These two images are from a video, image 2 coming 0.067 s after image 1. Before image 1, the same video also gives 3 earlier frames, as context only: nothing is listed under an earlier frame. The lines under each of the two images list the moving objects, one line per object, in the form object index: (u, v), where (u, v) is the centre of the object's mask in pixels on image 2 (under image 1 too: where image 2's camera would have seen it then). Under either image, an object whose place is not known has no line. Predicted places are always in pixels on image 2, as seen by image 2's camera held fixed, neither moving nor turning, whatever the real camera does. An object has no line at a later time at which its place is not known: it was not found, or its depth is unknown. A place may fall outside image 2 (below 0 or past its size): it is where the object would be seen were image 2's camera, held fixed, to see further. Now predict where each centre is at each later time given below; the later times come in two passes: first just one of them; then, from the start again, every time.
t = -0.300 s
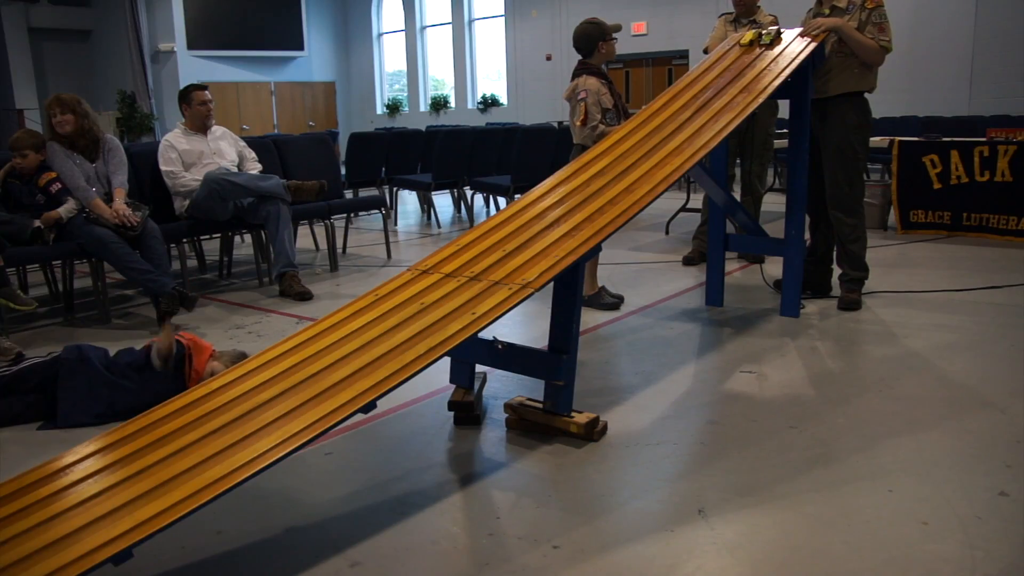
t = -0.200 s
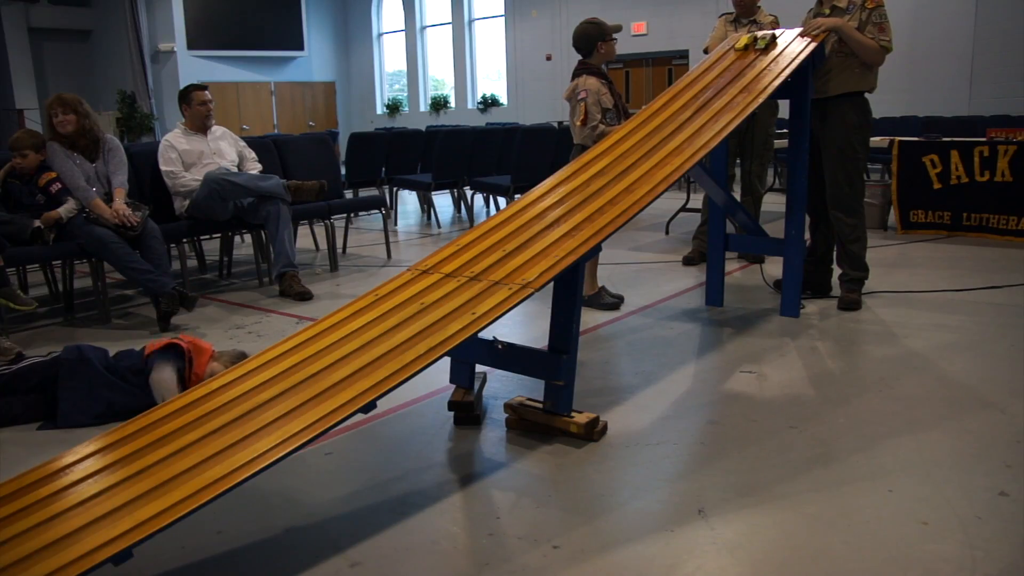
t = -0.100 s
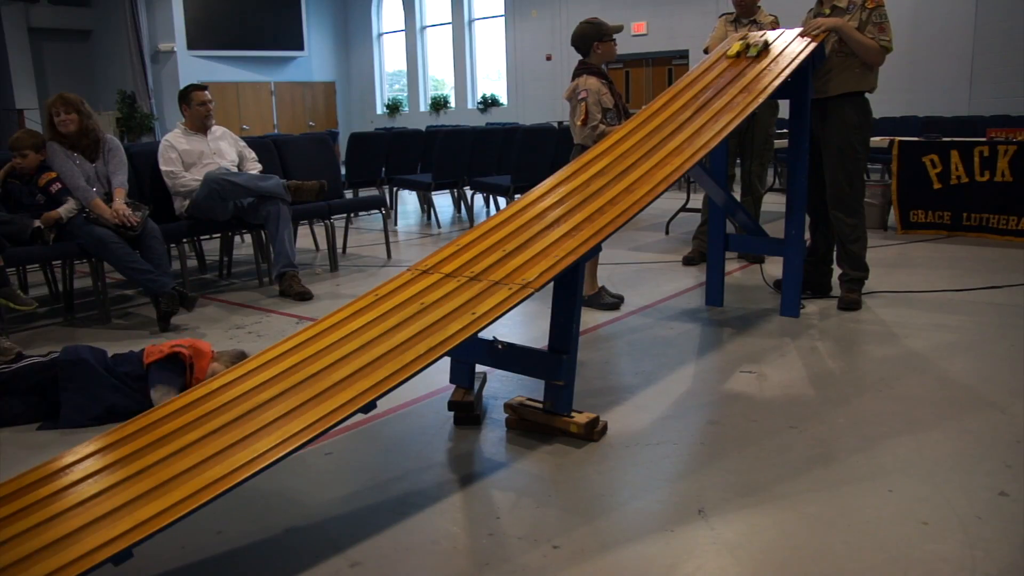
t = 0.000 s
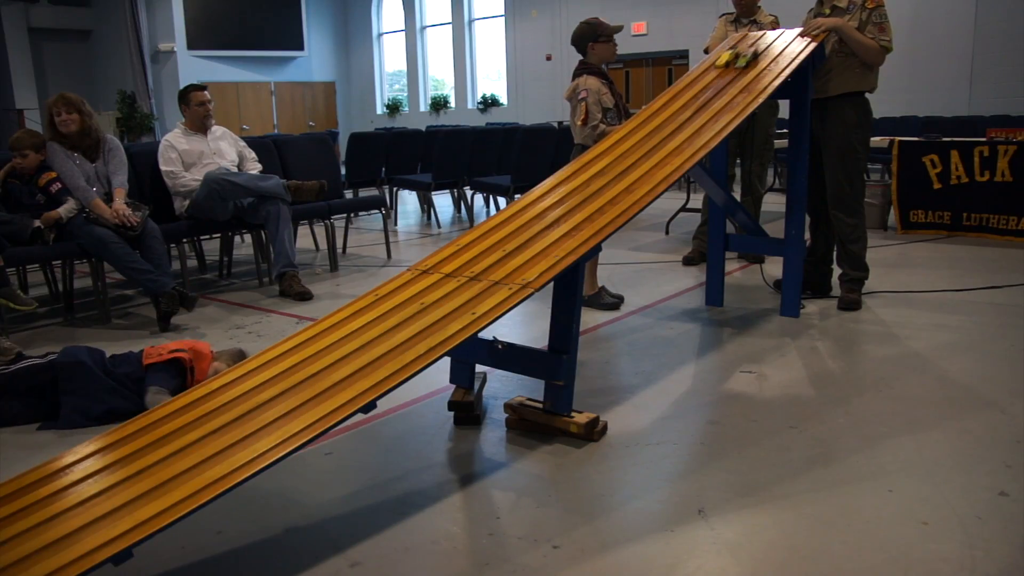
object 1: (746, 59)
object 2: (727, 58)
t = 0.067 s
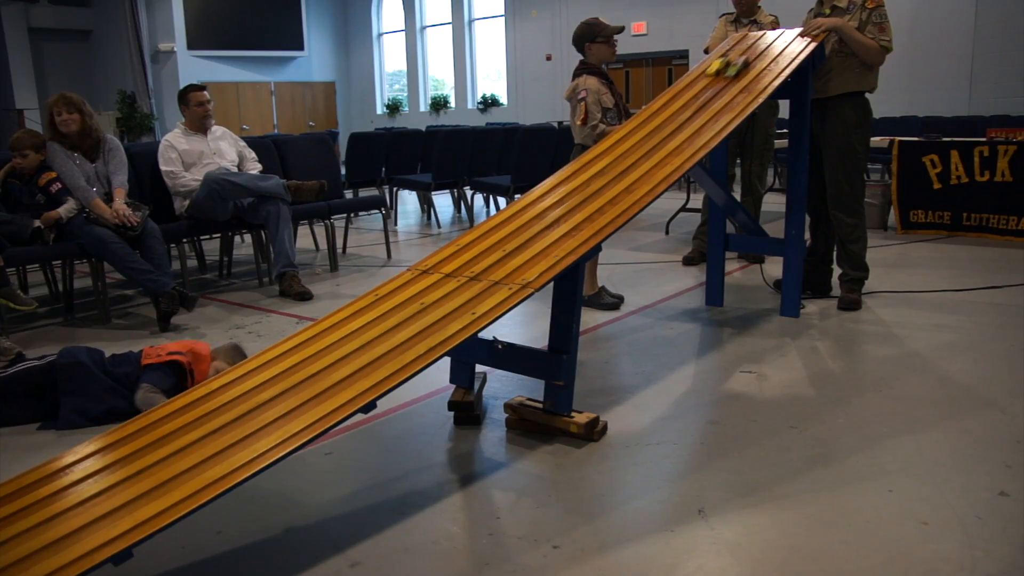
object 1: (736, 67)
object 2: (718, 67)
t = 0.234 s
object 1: (704, 96)
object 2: (688, 93)
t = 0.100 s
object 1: (732, 72)
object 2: (713, 71)
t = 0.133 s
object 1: (725, 77)
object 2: (707, 76)
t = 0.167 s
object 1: (718, 83)
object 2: (701, 81)
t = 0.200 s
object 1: (711, 89)
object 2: (695, 87)
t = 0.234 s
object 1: (704, 96)
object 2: (688, 93)
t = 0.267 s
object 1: (695, 103)
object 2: (679, 100)
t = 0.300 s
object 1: (686, 110)
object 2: (670, 106)
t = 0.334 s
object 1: (675, 118)
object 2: (660, 113)
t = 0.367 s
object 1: (664, 127)
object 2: (649, 121)
